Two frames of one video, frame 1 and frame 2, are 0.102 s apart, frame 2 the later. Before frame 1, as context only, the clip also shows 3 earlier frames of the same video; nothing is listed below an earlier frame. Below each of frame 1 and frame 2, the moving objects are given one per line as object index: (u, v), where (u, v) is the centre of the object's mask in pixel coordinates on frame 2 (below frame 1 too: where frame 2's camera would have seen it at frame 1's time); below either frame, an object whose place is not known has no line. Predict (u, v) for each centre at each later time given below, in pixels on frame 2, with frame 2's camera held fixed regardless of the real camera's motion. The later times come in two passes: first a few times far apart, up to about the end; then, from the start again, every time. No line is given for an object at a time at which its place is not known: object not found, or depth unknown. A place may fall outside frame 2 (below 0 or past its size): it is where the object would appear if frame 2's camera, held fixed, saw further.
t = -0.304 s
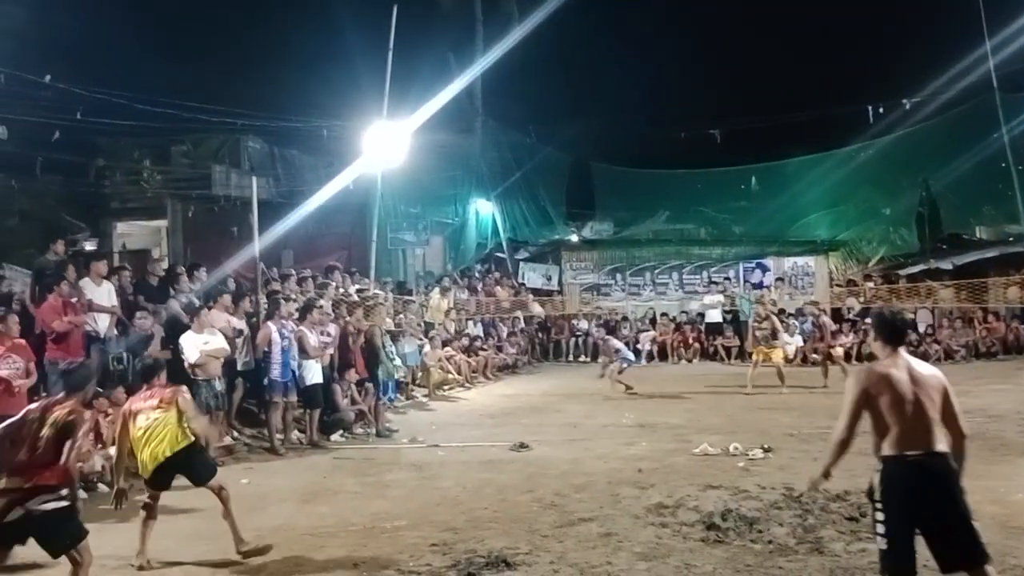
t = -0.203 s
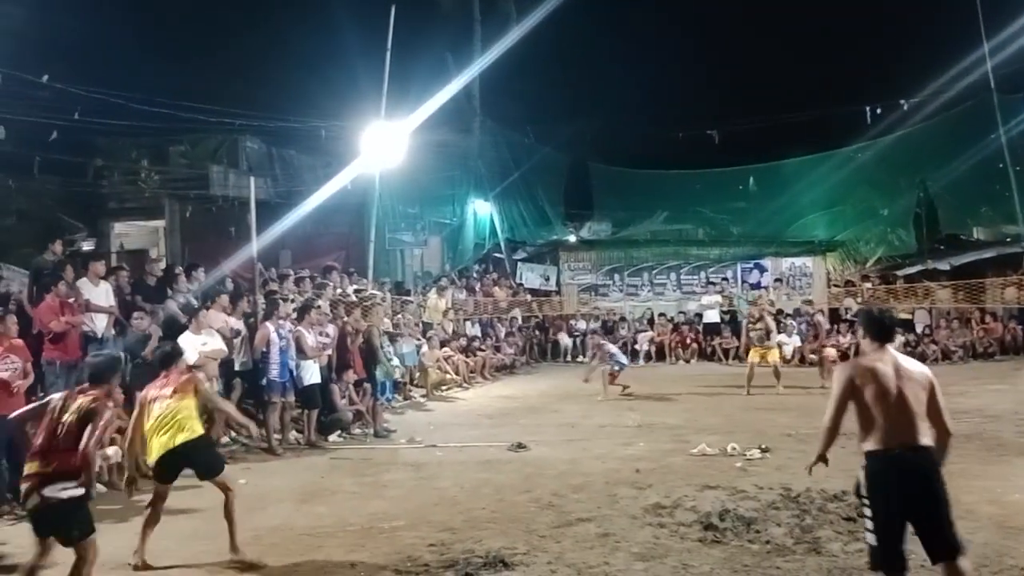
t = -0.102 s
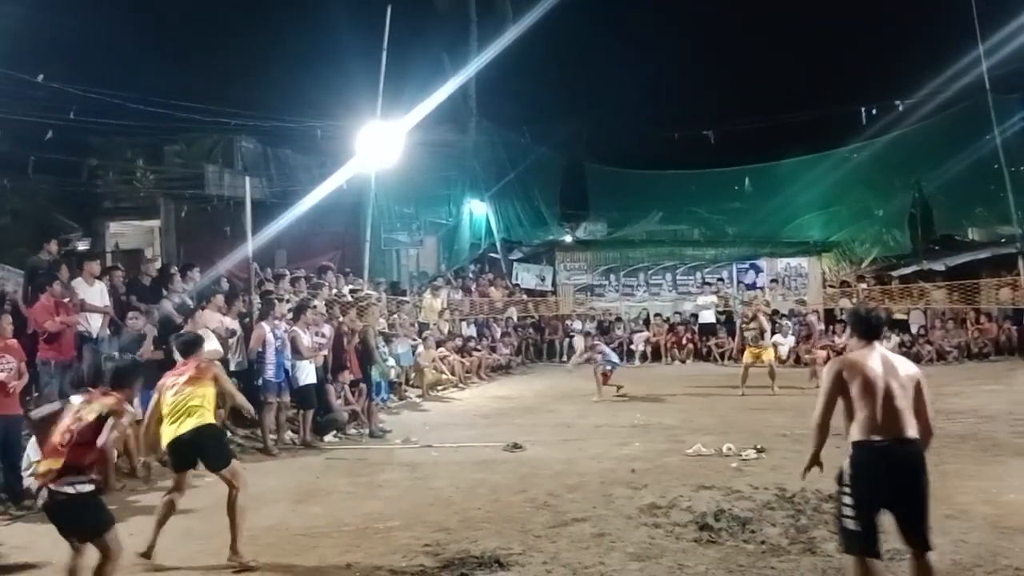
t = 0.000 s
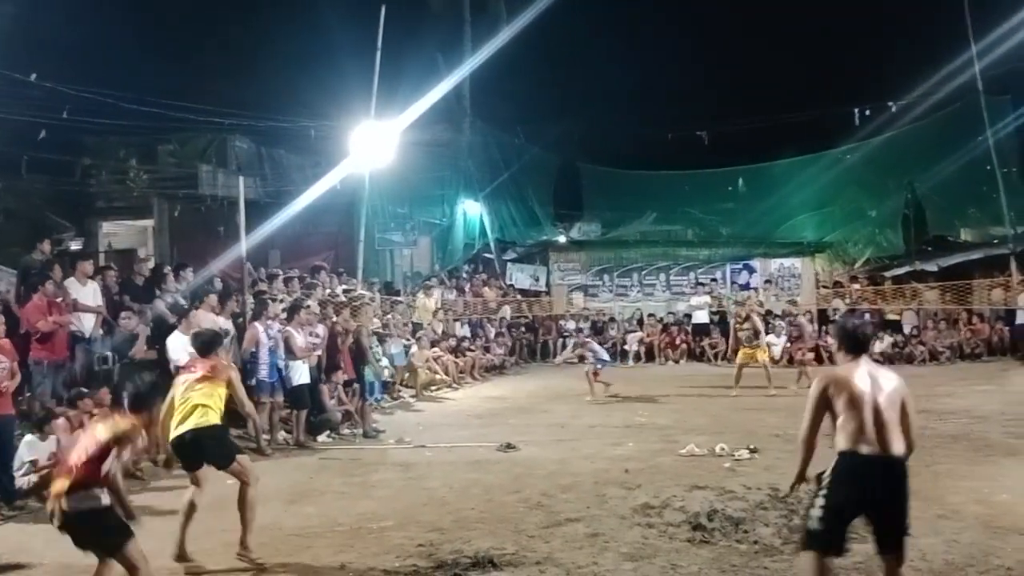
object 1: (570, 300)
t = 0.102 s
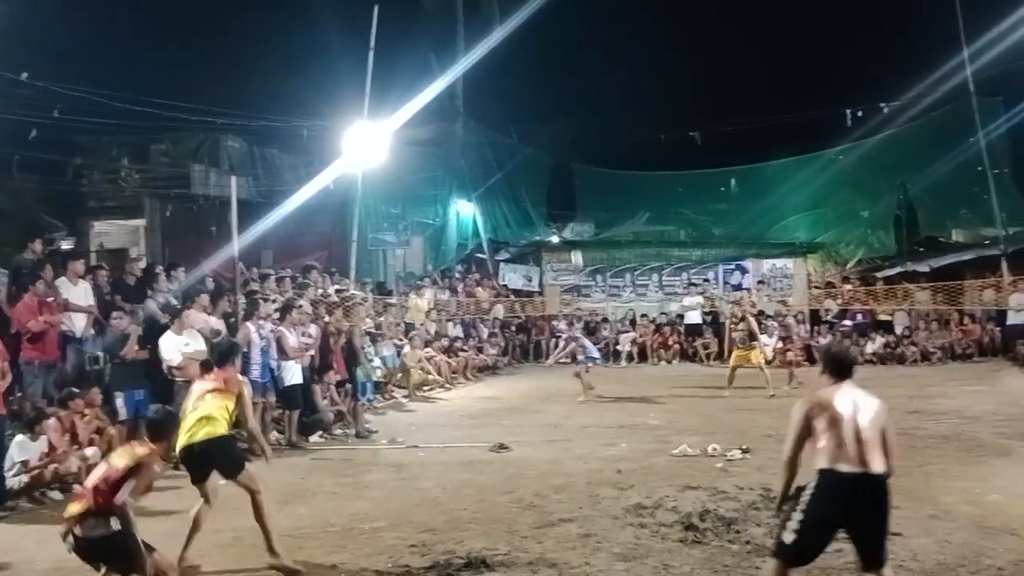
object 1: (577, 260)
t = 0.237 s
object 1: (586, 208)
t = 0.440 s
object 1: (603, 145)
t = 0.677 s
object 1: (628, 96)
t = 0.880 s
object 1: (656, 88)
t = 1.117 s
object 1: (699, 144)
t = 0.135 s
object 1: (579, 246)
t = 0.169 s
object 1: (581, 232)
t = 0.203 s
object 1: (584, 221)
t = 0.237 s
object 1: (586, 208)
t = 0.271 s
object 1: (588, 197)
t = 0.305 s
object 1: (591, 186)
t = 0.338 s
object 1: (594, 175)
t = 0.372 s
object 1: (597, 164)
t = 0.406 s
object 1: (600, 155)
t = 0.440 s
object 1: (603, 145)
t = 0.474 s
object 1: (606, 136)
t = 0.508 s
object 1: (609, 127)
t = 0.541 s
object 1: (613, 120)
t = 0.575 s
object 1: (616, 113)
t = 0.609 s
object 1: (620, 106)
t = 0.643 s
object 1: (624, 101)
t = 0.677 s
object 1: (628, 96)
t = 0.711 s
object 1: (632, 92)
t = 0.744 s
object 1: (636, 89)
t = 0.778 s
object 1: (641, 87)
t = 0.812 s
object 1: (646, 86)
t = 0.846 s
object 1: (651, 87)
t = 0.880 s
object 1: (656, 88)
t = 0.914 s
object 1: (661, 90)
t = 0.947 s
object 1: (667, 95)
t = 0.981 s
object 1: (673, 101)
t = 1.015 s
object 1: (679, 109)
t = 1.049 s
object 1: (685, 119)
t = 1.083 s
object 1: (692, 130)
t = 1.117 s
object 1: (699, 144)
